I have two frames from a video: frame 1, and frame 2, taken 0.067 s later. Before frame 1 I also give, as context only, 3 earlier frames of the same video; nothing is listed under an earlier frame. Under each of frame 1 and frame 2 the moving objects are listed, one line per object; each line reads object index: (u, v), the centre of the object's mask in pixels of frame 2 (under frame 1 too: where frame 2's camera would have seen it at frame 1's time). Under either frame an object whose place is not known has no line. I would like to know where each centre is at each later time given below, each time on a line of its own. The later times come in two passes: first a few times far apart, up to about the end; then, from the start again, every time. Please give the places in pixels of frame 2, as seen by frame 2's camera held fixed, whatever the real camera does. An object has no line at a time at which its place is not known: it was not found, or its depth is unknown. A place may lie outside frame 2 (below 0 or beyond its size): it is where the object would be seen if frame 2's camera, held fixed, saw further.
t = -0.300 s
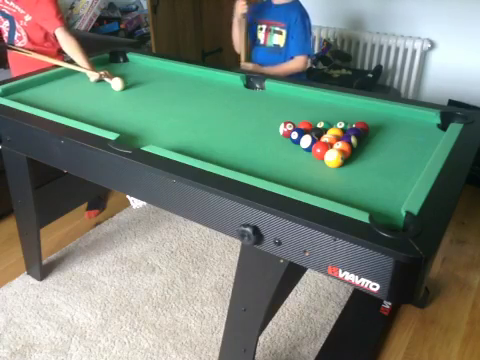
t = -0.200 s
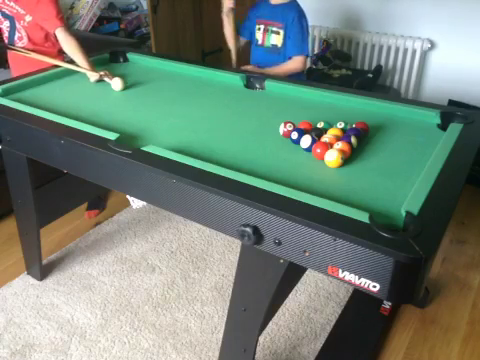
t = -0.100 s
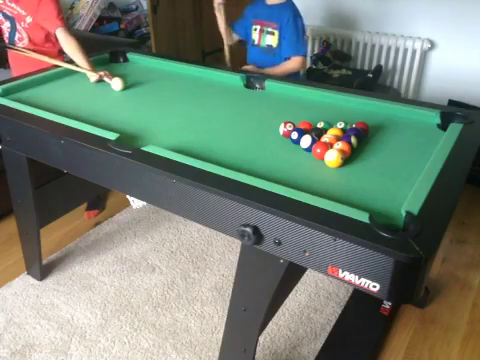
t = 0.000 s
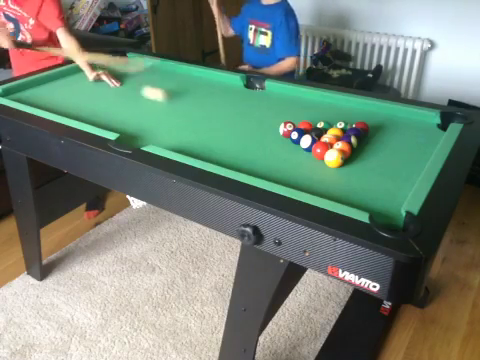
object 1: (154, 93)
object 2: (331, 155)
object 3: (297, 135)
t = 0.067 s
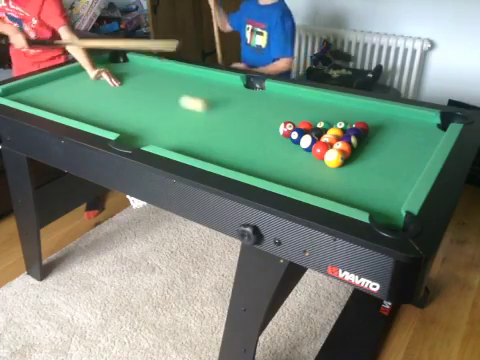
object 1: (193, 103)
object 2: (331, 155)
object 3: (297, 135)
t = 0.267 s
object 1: (282, 118)
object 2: (355, 169)
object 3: (289, 139)
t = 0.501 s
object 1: (330, 117)
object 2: (365, 195)
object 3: (259, 146)
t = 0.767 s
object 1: (348, 120)
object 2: (323, 190)
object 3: (228, 154)
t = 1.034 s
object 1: (364, 122)
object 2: (301, 178)
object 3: (207, 156)
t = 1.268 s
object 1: (376, 122)
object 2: (286, 168)
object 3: (205, 152)
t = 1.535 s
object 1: (386, 124)
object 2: (274, 159)
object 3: (204, 149)
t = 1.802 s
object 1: (391, 125)
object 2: (265, 153)
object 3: (203, 147)
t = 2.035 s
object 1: (392, 125)
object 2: (261, 149)
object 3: (203, 146)
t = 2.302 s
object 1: (392, 125)
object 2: (260, 146)
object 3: (203, 146)
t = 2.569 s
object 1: (392, 125)
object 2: (260, 146)
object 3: (203, 146)
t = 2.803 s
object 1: (392, 125)
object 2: (260, 146)
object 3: (203, 146)
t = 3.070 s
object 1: (392, 125)
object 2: (261, 146)
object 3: (204, 146)
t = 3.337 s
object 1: (392, 125)
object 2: (261, 146)
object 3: (204, 146)
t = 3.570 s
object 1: (392, 125)
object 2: (261, 146)
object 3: (204, 146)
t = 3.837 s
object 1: (392, 125)
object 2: (261, 146)
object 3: (203, 146)
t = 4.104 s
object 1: (392, 125)
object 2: (261, 146)
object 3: (203, 146)
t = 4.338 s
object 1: (392, 125)
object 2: (261, 146)
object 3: (204, 146)
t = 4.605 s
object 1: (392, 125)
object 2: (261, 146)
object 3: (204, 146)
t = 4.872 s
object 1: (392, 125)
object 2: (261, 146)
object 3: (204, 146)
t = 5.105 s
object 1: (392, 125)
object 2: (261, 146)
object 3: (204, 146)
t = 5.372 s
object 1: (392, 125)
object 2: (261, 146)
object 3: (203, 147)
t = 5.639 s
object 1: (392, 125)
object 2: (261, 146)
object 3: (204, 146)
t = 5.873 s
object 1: (392, 125)
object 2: (261, 146)
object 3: (204, 146)
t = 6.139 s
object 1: (392, 125)
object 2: (261, 146)
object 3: (203, 147)
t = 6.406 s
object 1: (392, 125)
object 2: (261, 146)
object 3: (203, 147)
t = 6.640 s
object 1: (392, 125)
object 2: (261, 146)
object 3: (204, 146)
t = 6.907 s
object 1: (392, 125)
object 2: (261, 146)
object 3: (204, 146)
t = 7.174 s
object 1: (392, 125)
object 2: (261, 146)
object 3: (204, 146)
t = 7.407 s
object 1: (392, 125)
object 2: (261, 146)
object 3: (204, 146)
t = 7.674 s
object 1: (392, 125)
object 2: (261, 146)
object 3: (204, 146)
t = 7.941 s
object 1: (392, 125)
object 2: (261, 146)
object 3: (204, 146)
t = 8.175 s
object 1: (392, 125)
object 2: (261, 146)
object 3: (204, 146)
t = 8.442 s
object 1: (392, 125)
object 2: (261, 146)
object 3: (204, 147)
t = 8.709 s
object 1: (392, 125)
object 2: (261, 146)
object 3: (204, 147)
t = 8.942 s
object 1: (392, 125)
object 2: (261, 146)
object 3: (204, 147)
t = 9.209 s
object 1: (392, 125)
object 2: (261, 146)
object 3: (204, 147)
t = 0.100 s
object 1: (212, 108)
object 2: (331, 155)
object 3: (297, 135)
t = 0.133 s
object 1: (233, 114)
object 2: (331, 155)
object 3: (297, 135)
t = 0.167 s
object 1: (255, 119)
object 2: (331, 155)
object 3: (297, 135)
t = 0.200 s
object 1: (272, 123)
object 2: (332, 156)
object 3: (296, 136)
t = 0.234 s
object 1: (277, 121)
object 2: (343, 163)
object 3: (292, 138)
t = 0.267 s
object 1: (282, 118)
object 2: (355, 169)
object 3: (289, 139)
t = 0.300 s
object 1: (287, 119)
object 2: (368, 178)
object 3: (286, 140)
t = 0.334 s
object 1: (292, 119)
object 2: (377, 184)
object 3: (280, 141)
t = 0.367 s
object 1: (298, 117)
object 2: (389, 190)
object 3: (276, 142)
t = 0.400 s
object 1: (306, 116)
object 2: (388, 193)
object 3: (272, 143)
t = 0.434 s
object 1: (315, 116)
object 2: (379, 193)
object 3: (268, 144)
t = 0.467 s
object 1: (324, 116)
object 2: (372, 194)
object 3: (264, 144)
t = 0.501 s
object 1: (330, 117)
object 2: (365, 195)
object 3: (259, 146)
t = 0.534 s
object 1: (332, 117)
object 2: (357, 195)
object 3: (255, 147)
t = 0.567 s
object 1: (334, 118)
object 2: (353, 196)
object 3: (251, 148)
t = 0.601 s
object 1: (336, 118)
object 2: (347, 196)
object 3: (248, 149)
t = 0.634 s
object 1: (339, 118)
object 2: (341, 196)
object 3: (244, 150)
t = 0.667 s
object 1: (341, 119)
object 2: (334, 195)
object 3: (240, 151)
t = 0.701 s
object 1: (344, 119)
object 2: (330, 194)
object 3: (237, 152)
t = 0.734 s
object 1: (346, 120)
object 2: (326, 192)
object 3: (233, 153)
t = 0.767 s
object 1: (348, 120)
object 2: (323, 190)
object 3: (228, 154)
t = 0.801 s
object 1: (351, 120)
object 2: (320, 189)
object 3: (225, 155)
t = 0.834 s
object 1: (353, 120)
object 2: (317, 187)
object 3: (221, 156)
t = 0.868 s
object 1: (355, 121)
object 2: (314, 185)
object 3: (218, 157)
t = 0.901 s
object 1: (357, 121)
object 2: (311, 183)
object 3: (216, 157)
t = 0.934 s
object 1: (359, 121)
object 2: (308, 182)
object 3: (211, 157)
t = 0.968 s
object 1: (361, 121)
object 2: (306, 181)
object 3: (207, 157)
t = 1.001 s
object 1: (363, 121)
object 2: (303, 179)
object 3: (205, 156)
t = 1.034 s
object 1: (364, 122)
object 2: (301, 178)
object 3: (207, 156)
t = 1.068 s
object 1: (366, 122)
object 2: (299, 176)
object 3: (206, 155)
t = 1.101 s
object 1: (368, 122)
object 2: (296, 175)
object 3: (206, 155)
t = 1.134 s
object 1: (370, 123)
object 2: (294, 174)
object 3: (205, 154)
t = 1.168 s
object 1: (371, 122)
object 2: (292, 172)
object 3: (205, 154)
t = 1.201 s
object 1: (373, 122)
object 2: (290, 171)
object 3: (205, 153)
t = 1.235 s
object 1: (375, 122)
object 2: (288, 169)
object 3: (205, 153)
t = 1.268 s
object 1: (376, 122)
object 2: (286, 168)
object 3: (205, 152)
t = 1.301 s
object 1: (377, 123)
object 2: (284, 167)
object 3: (205, 152)
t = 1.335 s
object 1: (379, 123)
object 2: (282, 165)
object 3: (205, 152)
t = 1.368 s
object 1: (380, 123)
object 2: (281, 164)
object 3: (204, 151)
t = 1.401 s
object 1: (381, 124)
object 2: (279, 163)
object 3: (204, 151)
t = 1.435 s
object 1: (382, 124)
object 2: (278, 162)
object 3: (204, 150)
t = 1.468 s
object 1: (384, 124)
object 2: (276, 161)
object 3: (204, 150)
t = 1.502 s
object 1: (385, 124)
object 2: (275, 160)
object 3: (204, 150)
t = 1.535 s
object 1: (386, 124)
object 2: (274, 159)
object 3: (204, 149)
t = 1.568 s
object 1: (387, 124)
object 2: (272, 158)
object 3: (204, 149)
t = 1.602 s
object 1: (388, 124)
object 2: (271, 157)
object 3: (204, 148)
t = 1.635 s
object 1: (388, 125)
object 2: (270, 156)
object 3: (203, 148)
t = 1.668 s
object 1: (389, 125)
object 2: (269, 156)
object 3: (203, 148)
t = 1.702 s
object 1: (390, 125)
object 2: (268, 155)
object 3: (203, 147)
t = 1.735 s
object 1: (390, 125)
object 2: (267, 154)
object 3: (204, 147)
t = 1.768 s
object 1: (390, 125)
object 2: (266, 153)
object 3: (203, 147)
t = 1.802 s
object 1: (391, 125)
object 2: (265, 153)
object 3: (203, 147)
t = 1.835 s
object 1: (391, 125)
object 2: (265, 152)
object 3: (203, 146)
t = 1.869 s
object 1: (391, 125)
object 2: (264, 152)
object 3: (203, 146)
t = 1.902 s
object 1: (392, 125)
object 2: (263, 151)
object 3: (203, 146)
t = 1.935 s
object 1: (392, 125)
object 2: (263, 150)
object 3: (203, 146)
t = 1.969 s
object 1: (392, 125)
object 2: (262, 150)
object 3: (203, 146)
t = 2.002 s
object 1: (392, 125)
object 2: (262, 149)
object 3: (203, 146)
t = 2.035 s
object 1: (392, 125)
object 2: (261, 149)
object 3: (203, 146)
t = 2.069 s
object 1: (392, 125)
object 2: (261, 148)
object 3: (203, 146)
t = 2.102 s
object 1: (392, 125)
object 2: (261, 148)
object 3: (203, 146)
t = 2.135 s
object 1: (392, 125)
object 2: (260, 148)
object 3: (203, 146)
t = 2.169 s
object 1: (392, 125)
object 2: (260, 147)
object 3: (203, 146)
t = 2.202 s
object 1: (392, 125)
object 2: (260, 147)
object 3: (203, 146)
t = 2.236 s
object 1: (392, 125)
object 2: (260, 147)
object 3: (203, 146)
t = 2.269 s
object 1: (392, 125)
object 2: (260, 147)
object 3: (203, 146)
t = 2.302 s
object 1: (392, 125)
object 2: (260, 146)
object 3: (203, 146)
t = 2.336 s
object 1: (392, 125)
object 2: (260, 146)
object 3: (203, 146)
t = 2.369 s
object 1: (392, 125)
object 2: (260, 146)
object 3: (203, 146)
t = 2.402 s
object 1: (392, 125)
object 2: (260, 146)
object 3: (203, 146)
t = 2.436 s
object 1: (392, 125)
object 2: (260, 146)
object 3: (204, 146)
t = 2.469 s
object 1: (392, 125)
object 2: (260, 146)
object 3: (203, 146)
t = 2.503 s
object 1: (392, 125)
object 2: (260, 146)
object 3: (203, 146)
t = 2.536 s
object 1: (392, 125)
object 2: (260, 146)
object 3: (203, 146)
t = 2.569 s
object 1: (392, 125)
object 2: (260, 146)
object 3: (203, 146)
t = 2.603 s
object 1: (392, 125)
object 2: (260, 146)
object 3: (203, 146)
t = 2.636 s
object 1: (392, 125)
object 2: (260, 146)
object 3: (203, 146)
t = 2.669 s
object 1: (392, 125)
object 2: (260, 146)
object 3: (203, 146)
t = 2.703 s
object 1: (392, 125)
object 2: (260, 146)
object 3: (203, 146)
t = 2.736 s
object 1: (392, 125)
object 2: (260, 146)
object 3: (203, 146)
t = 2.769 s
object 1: (392, 125)
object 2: (260, 146)
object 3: (203, 146)
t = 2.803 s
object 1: (392, 125)
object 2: (260, 146)
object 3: (203, 146)
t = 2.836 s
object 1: (392, 125)
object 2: (261, 146)
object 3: (204, 147)
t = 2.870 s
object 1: (392, 125)
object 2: (261, 146)
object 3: (204, 146)
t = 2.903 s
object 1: (392, 125)
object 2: (261, 146)
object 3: (204, 146)
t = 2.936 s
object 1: (392, 125)
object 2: (261, 146)
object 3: (204, 146)
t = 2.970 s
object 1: (392, 125)
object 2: (261, 146)
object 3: (204, 146)
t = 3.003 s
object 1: (392, 125)
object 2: (261, 146)
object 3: (204, 146)
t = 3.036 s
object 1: (392, 125)
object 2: (261, 146)
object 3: (204, 146)
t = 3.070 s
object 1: (392, 125)
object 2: (261, 146)
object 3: (204, 146)
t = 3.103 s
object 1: (392, 125)
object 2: (261, 146)
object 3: (204, 146)
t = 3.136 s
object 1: (392, 125)
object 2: (261, 146)
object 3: (204, 146)
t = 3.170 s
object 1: (392, 125)
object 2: (261, 146)
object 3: (204, 146)
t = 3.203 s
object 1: (392, 125)
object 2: (261, 146)
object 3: (204, 146)
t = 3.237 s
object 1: (392, 125)
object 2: (261, 146)
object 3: (204, 146)
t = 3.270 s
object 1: (392, 125)
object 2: (261, 146)
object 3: (204, 146)
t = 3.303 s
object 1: (392, 125)
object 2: (261, 146)
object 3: (204, 146)
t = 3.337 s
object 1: (392, 125)
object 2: (261, 146)
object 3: (204, 146)
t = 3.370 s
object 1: (392, 125)
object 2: (261, 146)
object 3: (204, 146)
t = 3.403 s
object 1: (392, 125)
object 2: (261, 146)
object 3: (204, 146)
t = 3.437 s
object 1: (392, 125)
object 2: (261, 146)
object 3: (204, 146)
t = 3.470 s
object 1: (392, 125)
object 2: (261, 146)
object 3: (204, 146)
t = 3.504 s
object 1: (392, 125)
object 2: (261, 146)
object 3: (204, 146)
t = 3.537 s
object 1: (392, 125)
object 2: (261, 146)
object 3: (204, 146)
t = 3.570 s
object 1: (392, 125)
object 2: (261, 146)
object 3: (204, 146)
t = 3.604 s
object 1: (392, 125)
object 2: (261, 146)
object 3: (204, 146)
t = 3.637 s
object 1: (392, 125)
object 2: (261, 146)
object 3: (204, 146)
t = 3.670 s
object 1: (392, 125)
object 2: (261, 146)
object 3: (204, 146)
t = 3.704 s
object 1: (392, 125)
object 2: (261, 146)
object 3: (204, 146)
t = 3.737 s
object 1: (392, 125)
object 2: (261, 146)
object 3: (204, 146)
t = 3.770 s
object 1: (392, 125)
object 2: (261, 146)
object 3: (204, 146)
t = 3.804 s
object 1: (392, 125)
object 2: (261, 146)
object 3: (204, 146)
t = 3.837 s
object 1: (392, 125)
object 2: (261, 146)
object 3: (203, 146)
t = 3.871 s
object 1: (392, 125)
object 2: (261, 146)
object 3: (204, 146)
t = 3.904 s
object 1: (392, 125)
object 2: (261, 146)
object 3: (203, 146)
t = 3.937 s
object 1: (392, 125)
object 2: (261, 146)
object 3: (204, 146)
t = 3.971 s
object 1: (392, 125)
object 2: (261, 146)
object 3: (204, 146)
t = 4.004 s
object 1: (392, 125)
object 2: (261, 146)
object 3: (204, 146)
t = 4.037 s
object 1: (392, 125)
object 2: (261, 146)
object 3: (203, 146)
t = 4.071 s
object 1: (392, 125)
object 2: (261, 146)
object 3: (203, 146)
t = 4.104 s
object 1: (392, 125)
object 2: (261, 146)
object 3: (203, 146)
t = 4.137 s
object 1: (392, 125)
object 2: (261, 146)
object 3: (204, 146)
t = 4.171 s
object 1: (392, 125)
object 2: (261, 146)
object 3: (203, 146)
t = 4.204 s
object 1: (392, 125)
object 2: (261, 146)
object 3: (204, 146)
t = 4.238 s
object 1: (392, 125)
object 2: (261, 146)
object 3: (204, 146)
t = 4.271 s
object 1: (392, 125)
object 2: (261, 146)
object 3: (204, 146)
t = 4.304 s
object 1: (392, 125)
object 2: (261, 146)
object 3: (204, 146)
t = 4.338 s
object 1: (392, 125)
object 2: (261, 146)
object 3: (204, 146)
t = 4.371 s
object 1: (392, 125)
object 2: (261, 146)
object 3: (204, 146)
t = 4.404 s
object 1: (392, 125)
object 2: (261, 146)
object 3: (204, 146)
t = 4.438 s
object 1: (392, 125)
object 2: (261, 146)
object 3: (204, 146)
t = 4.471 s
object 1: (392, 125)
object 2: (261, 146)
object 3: (204, 146)
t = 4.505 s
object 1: (392, 125)
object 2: (261, 146)
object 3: (204, 146)
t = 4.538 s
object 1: (392, 125)
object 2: (261, 146)
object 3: (204, 146)
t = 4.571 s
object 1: (392, 125)
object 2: (261, 146)
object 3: (203, 147)
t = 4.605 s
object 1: (392, 125)
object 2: (261, 146)
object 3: (204, 146)
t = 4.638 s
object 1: (392, 125)
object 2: (261, 146)
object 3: (204, 146)
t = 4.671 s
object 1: (392, 125)
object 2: (261, 146)
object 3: (204, 146)
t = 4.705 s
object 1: (392, 125)
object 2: (261, 146)
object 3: (204, 147)
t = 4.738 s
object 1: (392, 125)
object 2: (261, 146)
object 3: (204, 147)
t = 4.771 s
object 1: (392, 125)
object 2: (261, 146)
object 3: (204, 146)
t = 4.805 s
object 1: (392, 125)
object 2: (261, 146)
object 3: (204, 146)
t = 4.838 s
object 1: (392, 125)
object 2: (261, 146)
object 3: (204, 146)
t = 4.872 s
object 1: (392, 125)
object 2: (261, 146)
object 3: (204, 146)
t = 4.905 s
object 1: (392, 125)
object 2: (261, 146)
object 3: (204, 147)
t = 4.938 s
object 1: (392, 125)
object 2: (261, 146)
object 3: (204, 146)
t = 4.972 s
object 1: (392, 125)
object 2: (261, 146)
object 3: (204, 147)
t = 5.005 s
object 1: (392, 125)
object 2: (261, 146)
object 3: (203, 147)
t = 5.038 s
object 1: (392, 125)
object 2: (261, 146)
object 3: (204, 146)
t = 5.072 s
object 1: (392, 125)
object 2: (261, 146)
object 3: (204, 146)
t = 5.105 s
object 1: (392, 125)
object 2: (261, 146)
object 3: (204, 146)
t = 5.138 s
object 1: (392, 125)
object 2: (261, 146)
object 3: (204, 146)
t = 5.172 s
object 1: (392, 125)
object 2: (261, 146)
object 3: (203, 147)
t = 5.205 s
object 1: (392, 125)
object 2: (261, 146)
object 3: (204, 146)
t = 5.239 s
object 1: (392, 125)
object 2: (261, 146)
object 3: (204, 146)
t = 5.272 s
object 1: (392, 125)
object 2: (261, 146)
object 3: (204, 146)
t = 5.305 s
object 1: (392, 125)
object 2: (261, 146)
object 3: (204, 146)
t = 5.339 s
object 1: (392, 125)
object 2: (261, 146)
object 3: (204, 146)
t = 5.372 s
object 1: (392, 125)
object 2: (261, 146)
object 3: (203, 147)
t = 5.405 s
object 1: (392, 125)
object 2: (261, 146)
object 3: (204, 146)
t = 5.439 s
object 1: (392, 125)
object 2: (261, 146)
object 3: (204, 146)
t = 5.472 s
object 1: (392, 125)
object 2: (261, 146)
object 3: (204, 147)
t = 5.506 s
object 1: (392, 125)
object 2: (261, 146)
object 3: (204, 146)
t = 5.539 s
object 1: (392, 125)
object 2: (261, 146)
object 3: (204, 147)
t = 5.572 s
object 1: (392, 125)
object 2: (261, 146)
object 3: (204, 146)
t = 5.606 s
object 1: (392, 125)
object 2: (261, 146)
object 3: (204, 146)
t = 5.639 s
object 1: (392, 125)
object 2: (261, 146)
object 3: (204, 146)
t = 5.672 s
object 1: (392, 125)
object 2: (261, 146)
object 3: (204, 146)
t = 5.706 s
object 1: (392, 125)
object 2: (261, 146)
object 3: (204, 146)
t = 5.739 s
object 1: (392, 125)
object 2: (261, 146)
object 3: (203, 147)
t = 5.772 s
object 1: (392, 125)
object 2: (261, 146)
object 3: (204, 147)
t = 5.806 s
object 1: (392, 125)
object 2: (261, 146)
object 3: (203, 147)
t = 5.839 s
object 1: (392, 125)
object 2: (261, 146)
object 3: (203, 147)
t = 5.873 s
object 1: (392, 125)
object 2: (261, 146)
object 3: (204, 146)
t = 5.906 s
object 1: (392, 125)
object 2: (261, 146)
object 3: (204, 146)
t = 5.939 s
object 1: (392, 125)
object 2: (261, 146)
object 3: (204, 146)
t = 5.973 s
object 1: (392, 125)
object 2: (261, 146)
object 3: (204, 146)
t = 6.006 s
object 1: (392, 125)
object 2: (261, 146)
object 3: (204, 146)
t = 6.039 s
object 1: (392, 125)
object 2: (261, 146)
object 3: (203, 147)
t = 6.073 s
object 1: (392, 125)
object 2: (261, 146)
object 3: (204, 146)
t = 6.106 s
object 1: (392, 125)
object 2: (261, 146)
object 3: (204, 146)
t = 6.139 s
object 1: (392, 125)
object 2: (261, 146)
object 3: (203, 147)
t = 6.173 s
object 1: (392, 125)
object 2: (261, 146)
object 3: (203, 147)
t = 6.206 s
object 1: (392, 125)
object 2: (261, 146)
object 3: (204, 146)
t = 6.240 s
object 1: (392, 125)
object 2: (261, 146)
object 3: (204, 147)
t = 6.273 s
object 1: (392, 125)
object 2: (261, 146)
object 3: (204, 147)
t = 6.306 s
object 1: (392, 125)
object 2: (261, 146)
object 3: (204, 146)
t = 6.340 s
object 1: (392, 125)
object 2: (261, 146)
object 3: (204, 146)
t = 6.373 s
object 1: (392, 125)
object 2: (261, 146)
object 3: (204, 146)
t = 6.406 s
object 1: (392, 125)
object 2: (261, 146)
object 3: (203, 147)
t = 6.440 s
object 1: (392, 125)
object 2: (261, 146)
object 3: (204, 146)
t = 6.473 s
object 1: (392, 125)
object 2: (261, 146)
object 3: (204, 146)
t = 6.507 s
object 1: (392, 125)
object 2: (261, 146)
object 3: (204, 146)
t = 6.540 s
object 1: (392, 125)
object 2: (261, 146)
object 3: (204, 146)
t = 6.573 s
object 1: (392, 125)
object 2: (261, 146)
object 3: (204, 146)
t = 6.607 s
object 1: (392, 125)
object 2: (261, 146)
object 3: (204, 146)
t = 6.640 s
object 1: (392, 125)
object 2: (261, 146)
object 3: (204, 146)
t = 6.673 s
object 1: (392, 125)
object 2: (261, 146)
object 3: (204, 146)
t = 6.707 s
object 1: (392, 125)
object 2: (261, 146)
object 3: (204, 146)
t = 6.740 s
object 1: (392, 125)
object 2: (261, 146)
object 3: (204, 146)
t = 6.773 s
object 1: (392, 125)
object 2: (261, 146)
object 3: (204, 146)
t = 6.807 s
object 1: (392, 125)
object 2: (261, 146)
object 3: (204, 146)
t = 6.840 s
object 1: (392, 125)
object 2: (261, 146)
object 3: (204, 146)
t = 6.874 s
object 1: (392, 125)
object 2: (261, 146)
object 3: (204, 146)
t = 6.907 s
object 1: (392, 125)
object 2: (261, 146)
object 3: (204, 146)
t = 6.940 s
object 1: (392, 125)
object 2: (261, 146)
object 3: (204, 146)
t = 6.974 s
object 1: (392, 125)
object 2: (261, 146)
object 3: (204, 146)
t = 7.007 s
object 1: (392, 125)
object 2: (261, 146)
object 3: (204, 146)
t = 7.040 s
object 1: (392, 125)
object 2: (261, 146)
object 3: (204, 146)
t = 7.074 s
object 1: (392, 125)
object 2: (261, 146)
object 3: (204, 146)
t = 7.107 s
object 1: (392, 125)
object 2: (261, 146)
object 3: (204, 146)
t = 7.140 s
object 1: (392, 125)
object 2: (261, 146)
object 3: (204, 146)
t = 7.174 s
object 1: (392, 125)
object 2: (261, 146)
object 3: (204, 146)
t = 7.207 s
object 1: (392, 125)
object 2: (261, 146)
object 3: (204, 146)
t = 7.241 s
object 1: (392, 125)
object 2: (261, 146)
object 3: (204, 146)
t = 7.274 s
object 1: (392, 125)
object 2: (261, 146)
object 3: (204, 146)
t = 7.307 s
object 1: (392, 125)
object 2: (261, 146)
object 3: (204, 146)
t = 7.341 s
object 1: (392, 125)
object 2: (261, 146)
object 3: (204, 146)
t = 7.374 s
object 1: (392, 125)
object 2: (261, 146)
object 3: (204, 146)
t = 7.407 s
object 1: (392, 125)
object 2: (261, 146)
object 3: (204, 146)
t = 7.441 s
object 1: (392, 125)
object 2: (261, 146)
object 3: (204, 146)
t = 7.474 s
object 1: (392, 125)
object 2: (261, 146)
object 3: (204, 146)
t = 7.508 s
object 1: (392, 125)
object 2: (261, 146)
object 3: (204, 146)
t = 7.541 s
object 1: (392, 125)
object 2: (261, 146)
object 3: (204, 146)
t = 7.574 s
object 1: (392, 125)
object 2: (261, 146)
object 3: (204, 146)
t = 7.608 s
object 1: (392, 125)
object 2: (261, 146)
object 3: (204, 146)
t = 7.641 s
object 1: (392, 125)
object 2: (261, 146)
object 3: (204, 146)
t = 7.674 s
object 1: (392, 125)
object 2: (261, 146)
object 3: (204, 146)
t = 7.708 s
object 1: (392, 125)
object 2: (261, 146)
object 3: (204, 146)
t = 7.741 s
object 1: (392, 125)
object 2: (261, 146)
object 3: (204, 146)
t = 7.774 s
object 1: (392, 125)
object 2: (261, 146)
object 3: (204, 146)
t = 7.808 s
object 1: (392, 125)
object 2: (261, 146)
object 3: (204, 146)
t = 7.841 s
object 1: (392, 125)
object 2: (261, 146)
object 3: (204, 146)
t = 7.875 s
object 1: (392, 125)
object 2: (261, 146)
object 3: (204, 146)
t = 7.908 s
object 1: (392, 125)
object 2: (261, 146)
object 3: (204, 146)
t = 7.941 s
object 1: (392, 125)
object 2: (261, 146)
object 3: (204, 146)
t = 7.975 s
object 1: (392, 125)
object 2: (261, 146)
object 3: (204, 146)
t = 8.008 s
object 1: (392, 125)
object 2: (261, 146)
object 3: (204, 146)
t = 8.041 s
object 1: (392, 125)
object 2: (261, 146)
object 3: (204, 146)
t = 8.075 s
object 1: (392, 125)
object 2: (261, 146)
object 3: (204, 146)
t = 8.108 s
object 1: (392, 125)
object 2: (261, 146)
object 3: (204, 146)
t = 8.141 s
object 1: (392, 125)
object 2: (261, 146)
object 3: (204, 146)
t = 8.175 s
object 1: (392, 125)
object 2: (261, 146)
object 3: (204, 146)
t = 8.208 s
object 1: (392, 125)
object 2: (261, 146)
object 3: (204, 146)
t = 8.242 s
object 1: (392, 125)
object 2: (261, 146)
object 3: (204, 146)
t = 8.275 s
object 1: (392, 125)
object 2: (261, 146)
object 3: (204, 146)
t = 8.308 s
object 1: (392, 125)
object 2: (261, 146)
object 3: (204, 146)
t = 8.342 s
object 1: (392, 125)
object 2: (261, 146)
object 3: (204, 146)
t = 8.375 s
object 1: (392, 125)
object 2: (261, 146)
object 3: (204, 147)
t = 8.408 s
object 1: (392, 125)
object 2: (261, 146)
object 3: (204, 147)
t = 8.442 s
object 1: (392, 125)
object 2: (261, 146)
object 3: (204, 147)
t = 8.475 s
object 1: (392, 125)
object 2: (261, 146)
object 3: (204, 146)
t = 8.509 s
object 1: (392, 125)
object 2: (261, 146)
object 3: (204, 147)
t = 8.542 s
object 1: (392, 125)
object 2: (261, 146)
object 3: (204, 147)
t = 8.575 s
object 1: (392, 125)
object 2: (261, 146)
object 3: (204, 147)
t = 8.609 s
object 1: (392, 125)
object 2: (261, 146)
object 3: (204, 146)
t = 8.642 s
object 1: (392, 125)
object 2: (261, 146)
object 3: (204, 147)
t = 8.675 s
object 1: (392, 125)
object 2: (261, 146)
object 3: (204, 147)
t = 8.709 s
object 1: (392, 125)
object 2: (261, 146)
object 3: (204, 147)
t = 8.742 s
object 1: (392, 125)
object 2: (261, 146)
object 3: (204, 147)
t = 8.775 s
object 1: (392, 125)
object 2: (261, 146)
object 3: (204, 147)
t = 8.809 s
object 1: (392, 125)
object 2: (261, 146)
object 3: (204, 147)
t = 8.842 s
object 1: (392, 125)
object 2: (261, 146)
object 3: (204, 147)
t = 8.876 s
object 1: (392, 125)
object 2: (261, 146)
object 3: (204, 147)
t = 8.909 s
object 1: (392, 125)
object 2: (261, 146)
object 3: (204, 147)
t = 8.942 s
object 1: (392, 125)
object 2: (261, 146)
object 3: (204, 147)
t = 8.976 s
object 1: (392, 125)
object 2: (261, 146)
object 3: (204, 147)
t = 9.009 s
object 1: (392, 125)
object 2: (261, 146)
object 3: (204, 146)
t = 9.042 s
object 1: (392, 125)
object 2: (261, 146)
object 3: (204, 147)
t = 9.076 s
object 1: (392, 125)
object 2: (261, 146)
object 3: (204, 146)
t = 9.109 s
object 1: (392, 125)
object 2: (261, 146)
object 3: (204, 147)
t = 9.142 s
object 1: (392, 125)
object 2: (261, 146)
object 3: (204, 147)
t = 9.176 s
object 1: (392, 125)
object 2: (261, 146)
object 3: (204, 147)
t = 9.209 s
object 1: (392, 125)
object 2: (261, 146)
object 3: (204, 147)
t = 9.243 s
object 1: (392, 125)
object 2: (261, 146)
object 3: (204, 146)
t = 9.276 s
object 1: (392, 125)
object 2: (261, 146)
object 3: (203, 147)
